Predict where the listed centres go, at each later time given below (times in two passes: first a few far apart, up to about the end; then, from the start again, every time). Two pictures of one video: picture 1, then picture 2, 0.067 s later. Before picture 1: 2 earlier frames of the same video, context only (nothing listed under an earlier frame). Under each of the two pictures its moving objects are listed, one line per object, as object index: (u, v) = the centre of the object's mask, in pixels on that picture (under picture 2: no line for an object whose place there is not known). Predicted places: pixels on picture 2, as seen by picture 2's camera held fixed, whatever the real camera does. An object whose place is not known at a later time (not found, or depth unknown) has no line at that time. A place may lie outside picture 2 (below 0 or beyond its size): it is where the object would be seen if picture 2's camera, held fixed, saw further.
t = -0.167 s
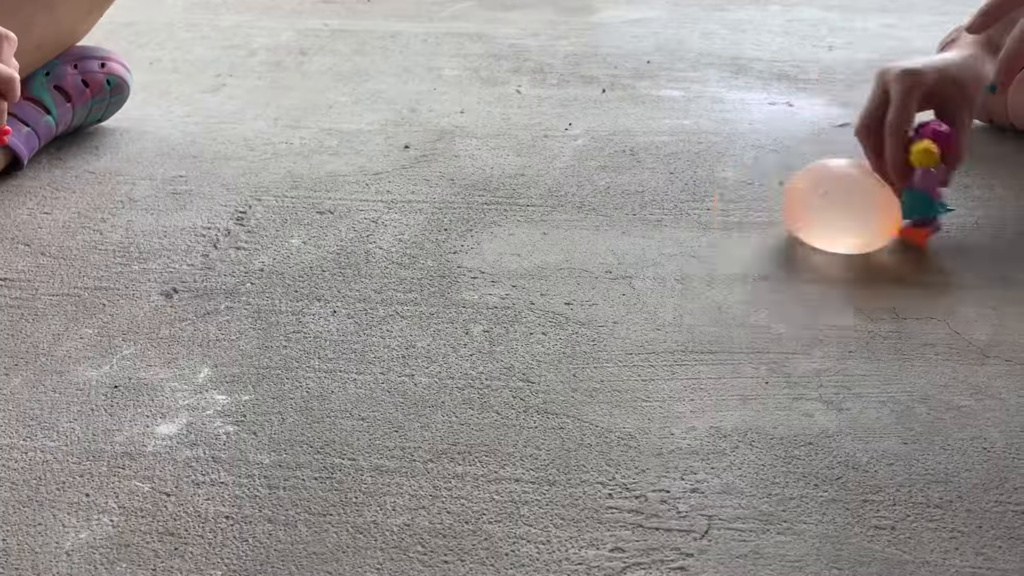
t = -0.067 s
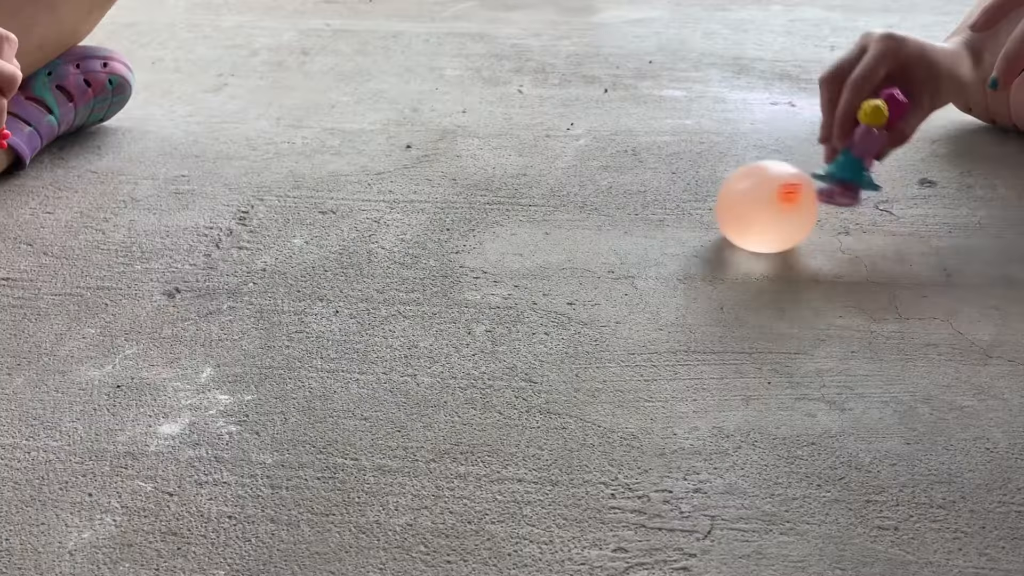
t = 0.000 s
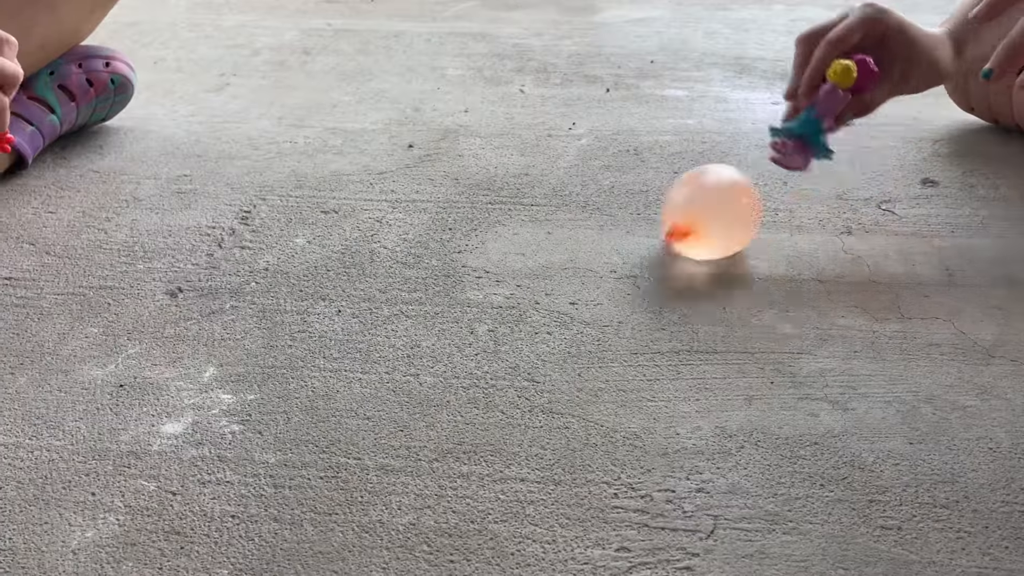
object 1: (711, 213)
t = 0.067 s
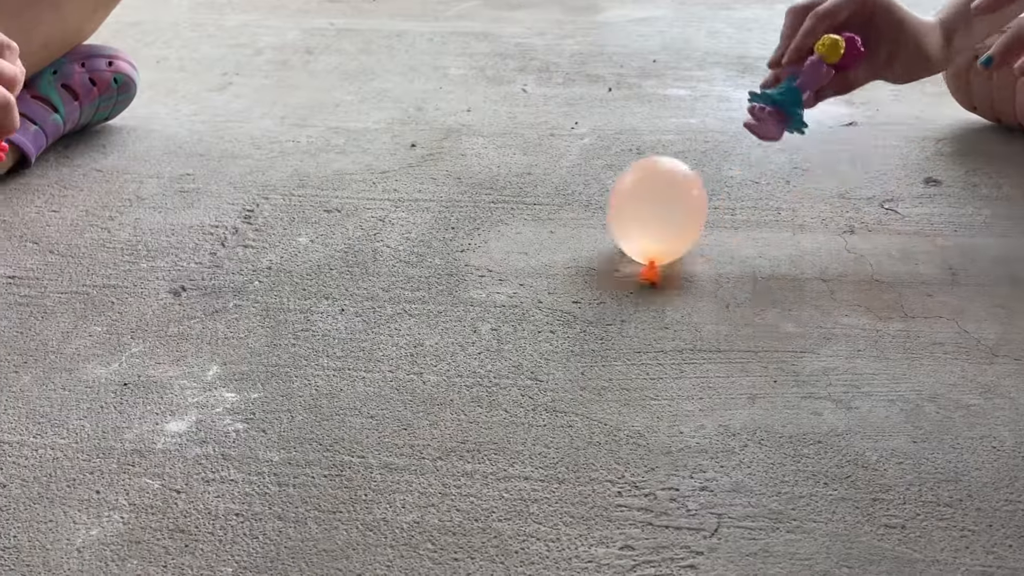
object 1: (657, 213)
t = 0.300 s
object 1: (461, 219)
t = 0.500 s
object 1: (300, 232)
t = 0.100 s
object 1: (630, 214)
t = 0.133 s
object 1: (603, 225)
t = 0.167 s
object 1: (574, 222)
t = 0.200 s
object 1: (544, 213)
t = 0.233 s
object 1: (515, 217)
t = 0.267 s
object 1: (488, 222)
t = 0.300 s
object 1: (461, 219)
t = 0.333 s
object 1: (432, 225)
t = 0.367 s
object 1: (403, 236)
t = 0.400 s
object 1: (377, 229)
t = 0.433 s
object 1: (352, 226)
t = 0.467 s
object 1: (327, 234)
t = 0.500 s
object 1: (300, 232)
